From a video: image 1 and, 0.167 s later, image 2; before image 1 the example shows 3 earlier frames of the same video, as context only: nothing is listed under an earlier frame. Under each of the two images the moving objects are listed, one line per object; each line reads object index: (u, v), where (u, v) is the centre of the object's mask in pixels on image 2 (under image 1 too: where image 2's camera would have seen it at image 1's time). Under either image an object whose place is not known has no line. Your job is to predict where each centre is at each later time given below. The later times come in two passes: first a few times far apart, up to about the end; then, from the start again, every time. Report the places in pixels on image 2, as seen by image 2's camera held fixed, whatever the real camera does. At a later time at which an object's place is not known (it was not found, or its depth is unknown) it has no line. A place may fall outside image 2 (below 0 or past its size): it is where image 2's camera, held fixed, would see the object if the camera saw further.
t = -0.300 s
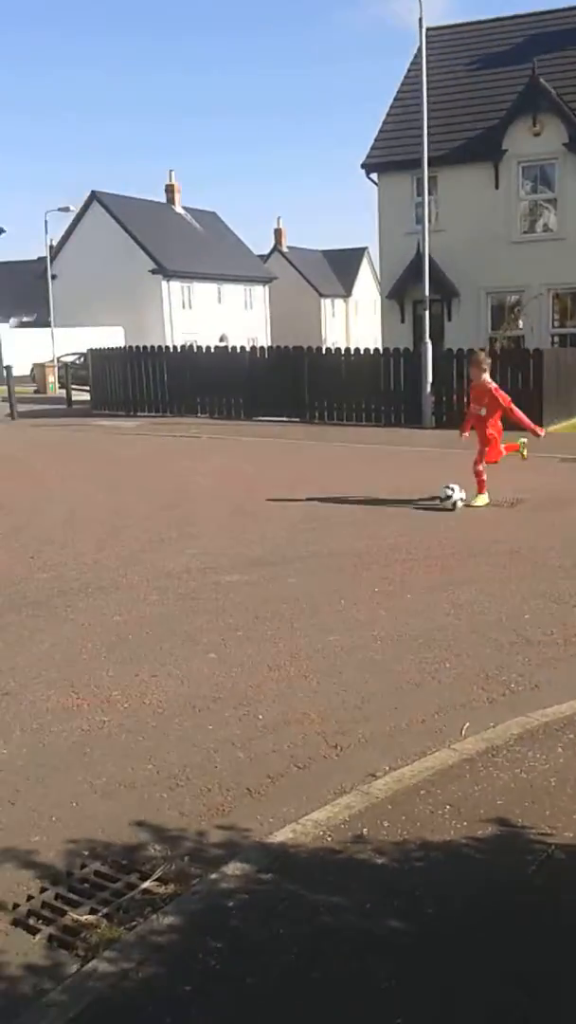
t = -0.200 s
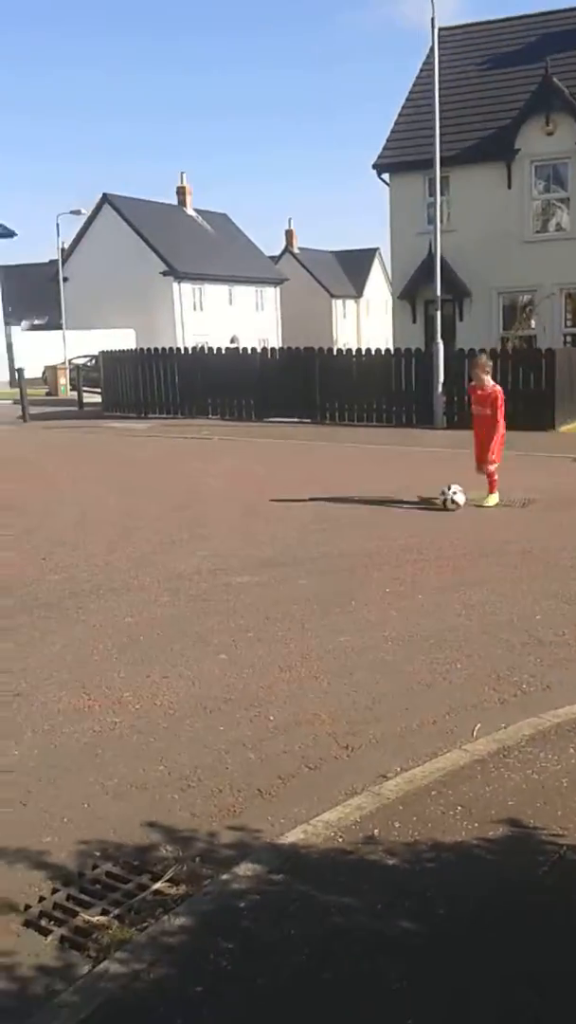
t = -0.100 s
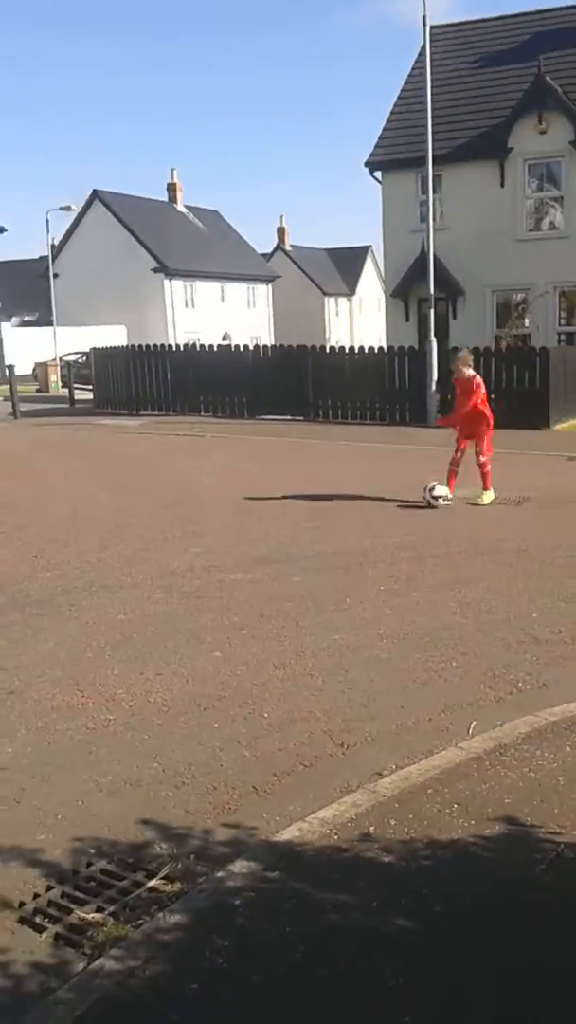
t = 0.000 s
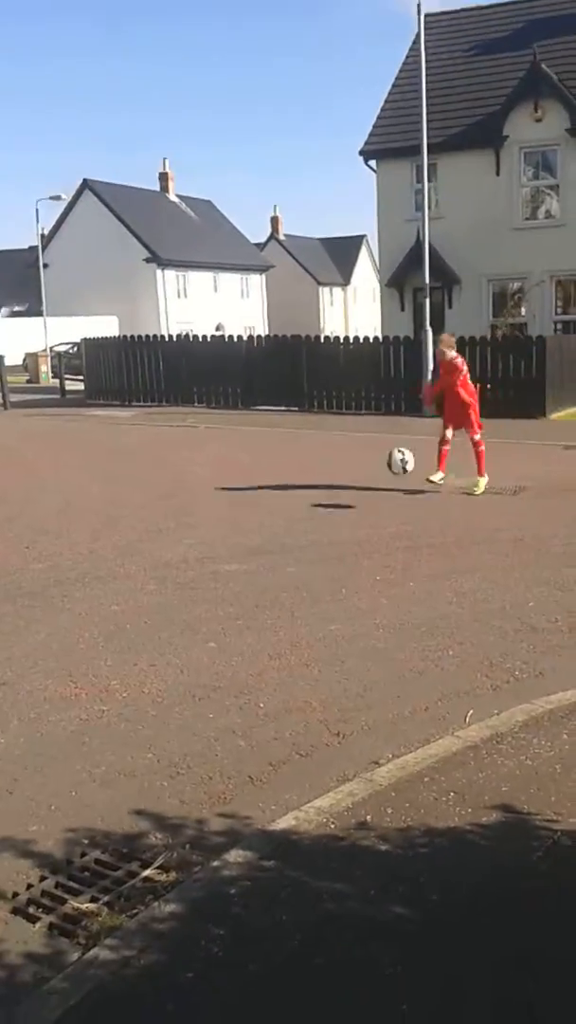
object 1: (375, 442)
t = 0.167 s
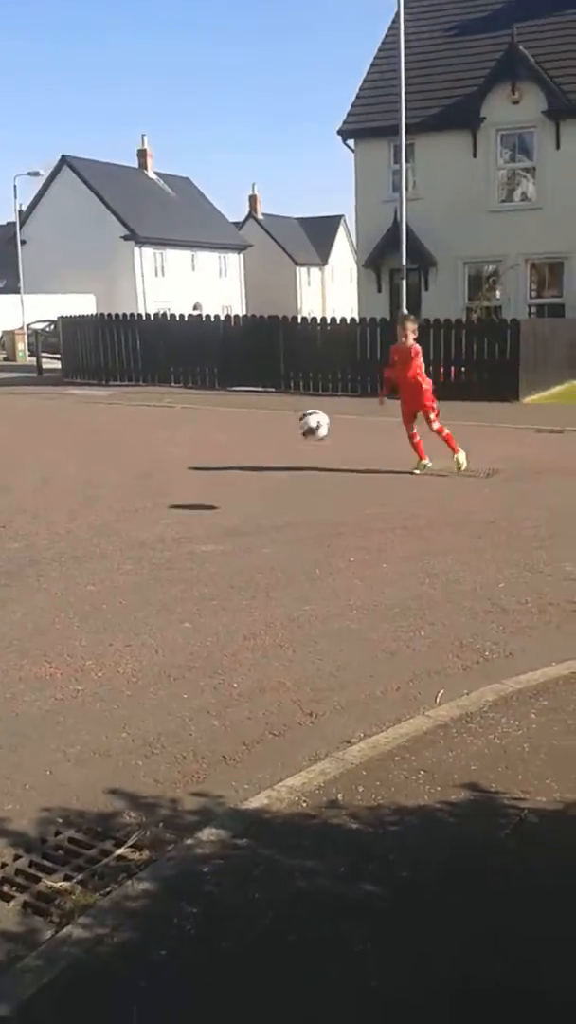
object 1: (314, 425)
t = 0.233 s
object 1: (285, 429)
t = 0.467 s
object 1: (169, 507)
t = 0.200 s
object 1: (300, 426)
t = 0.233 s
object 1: (285, 429)
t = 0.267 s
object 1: (270, 434)
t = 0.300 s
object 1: (256, 440)
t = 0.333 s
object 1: (239, 448)
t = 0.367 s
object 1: (222, 459)
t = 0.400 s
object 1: (206, 471)
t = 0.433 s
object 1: (189, 488)
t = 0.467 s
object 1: (169, 507)
